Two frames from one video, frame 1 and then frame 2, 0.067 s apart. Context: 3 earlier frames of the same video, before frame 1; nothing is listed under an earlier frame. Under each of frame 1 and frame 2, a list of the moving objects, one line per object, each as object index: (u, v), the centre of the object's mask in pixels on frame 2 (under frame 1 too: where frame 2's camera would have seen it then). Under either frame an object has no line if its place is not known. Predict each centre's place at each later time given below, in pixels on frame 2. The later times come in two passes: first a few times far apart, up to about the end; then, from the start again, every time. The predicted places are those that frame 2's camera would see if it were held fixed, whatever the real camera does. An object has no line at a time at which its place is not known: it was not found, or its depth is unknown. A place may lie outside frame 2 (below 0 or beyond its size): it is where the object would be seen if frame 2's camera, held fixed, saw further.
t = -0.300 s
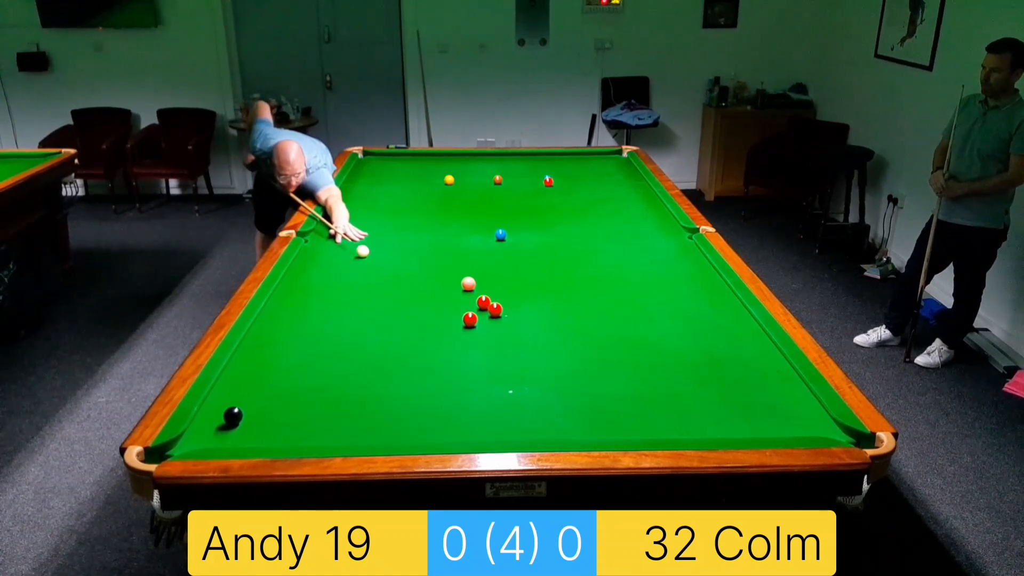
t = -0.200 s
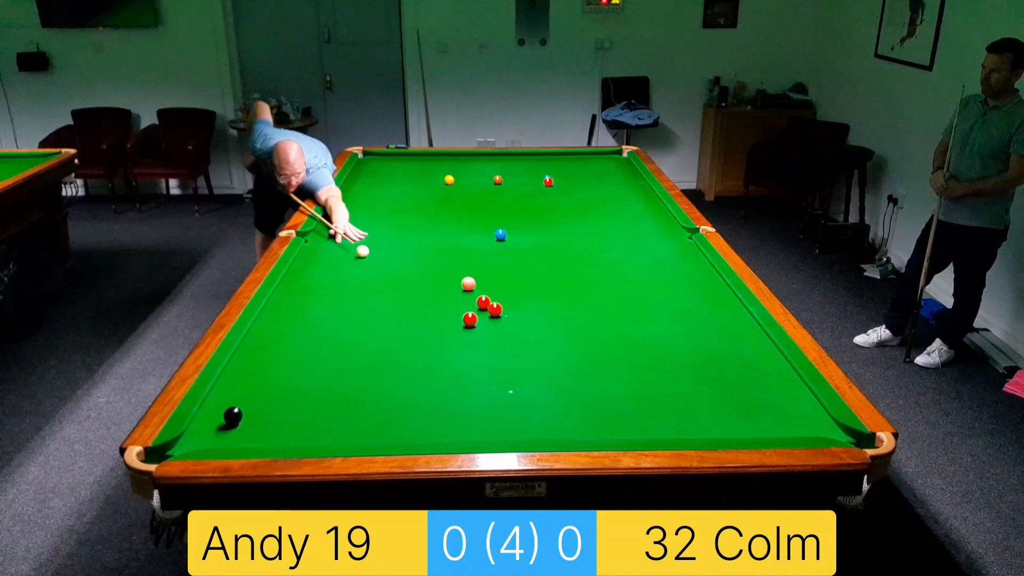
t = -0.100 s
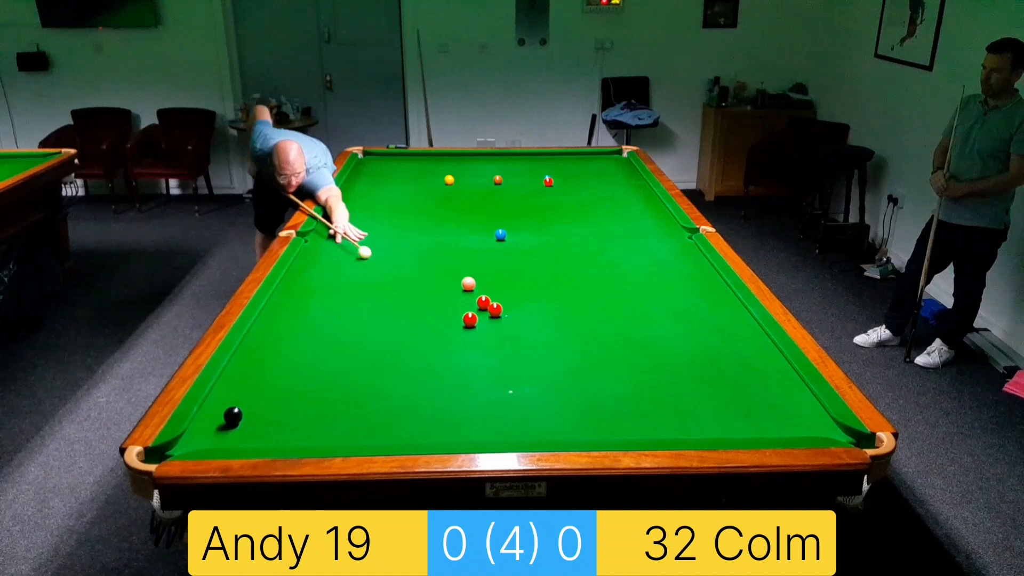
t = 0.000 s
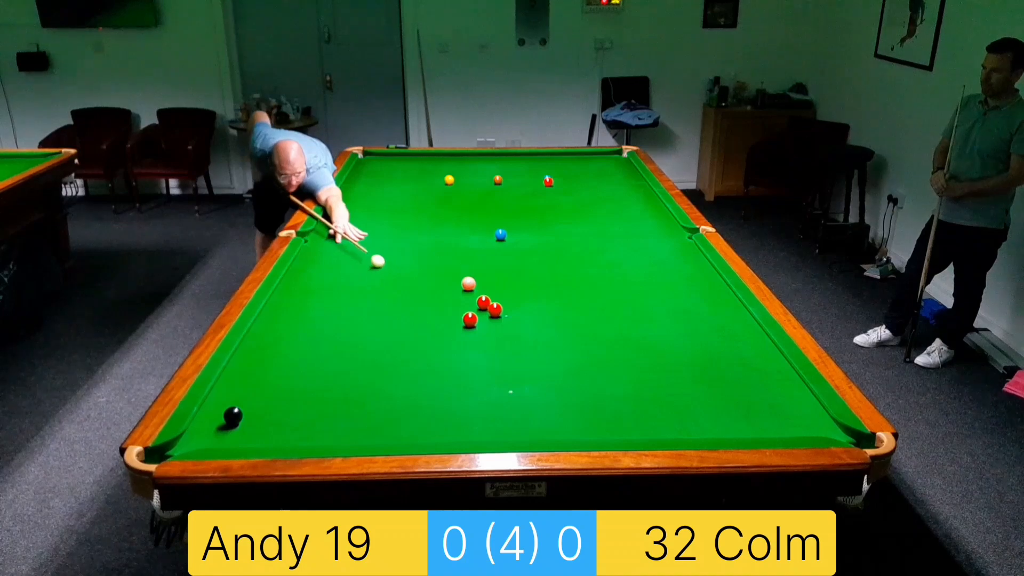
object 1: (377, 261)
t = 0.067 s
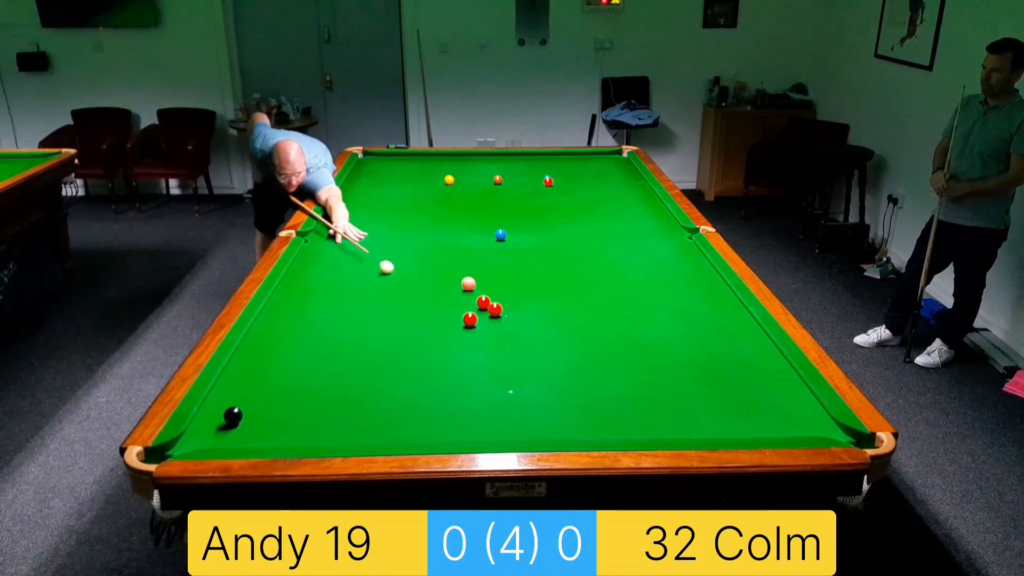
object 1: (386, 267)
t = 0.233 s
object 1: (410, 283)
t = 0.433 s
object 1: (442, 305)
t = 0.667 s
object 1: (453, 323)
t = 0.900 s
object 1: (450, 337)
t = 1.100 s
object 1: (447, 349)
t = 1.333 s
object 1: (444, 365)
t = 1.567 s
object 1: (441, 380)
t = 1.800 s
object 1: (438, 396)
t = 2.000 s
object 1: (435, 411)
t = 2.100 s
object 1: (433, 418)
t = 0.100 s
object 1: (391, 271)
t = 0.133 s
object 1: (396, 273)
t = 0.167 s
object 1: (401, 277)
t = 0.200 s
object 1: (405, 280)
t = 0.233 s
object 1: (410, 283)
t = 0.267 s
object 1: (415, 287)
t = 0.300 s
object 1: (420, 290)
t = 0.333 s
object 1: (425, 293)
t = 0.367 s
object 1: (431, 297)
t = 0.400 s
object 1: (436, 301)
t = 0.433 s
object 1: (442, 305)
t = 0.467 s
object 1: (448, 308)
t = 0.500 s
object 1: (453, 312)
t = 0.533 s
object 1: (458, 316)
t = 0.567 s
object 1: (456, 318)
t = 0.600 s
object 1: (455, 319)
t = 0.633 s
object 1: (454, 321)
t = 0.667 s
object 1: (453, 323)
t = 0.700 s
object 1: (453, 325)
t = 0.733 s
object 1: (452, 327)
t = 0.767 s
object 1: (452, 329)
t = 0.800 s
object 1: (451, 331)
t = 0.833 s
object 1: (451, 333)
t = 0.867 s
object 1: (450, 335)
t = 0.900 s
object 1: (450, 337)
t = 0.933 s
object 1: (450, 339)
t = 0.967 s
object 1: (449, 341)
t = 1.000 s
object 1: (449, 343)
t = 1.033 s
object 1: (448, 345)
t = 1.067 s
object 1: (448, 347)
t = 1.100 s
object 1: (447, 349)
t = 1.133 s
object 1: (447, 352)
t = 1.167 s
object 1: (446, 354)
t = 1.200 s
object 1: (446, 356)
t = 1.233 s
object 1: (446, 358)
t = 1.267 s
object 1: (445, 360)
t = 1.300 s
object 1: (445, 363)
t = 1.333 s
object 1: (444, 365)
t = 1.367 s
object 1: (444, 367)
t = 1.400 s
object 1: (443, 369)
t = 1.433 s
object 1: (443, 372)
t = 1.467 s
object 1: (442, 374)
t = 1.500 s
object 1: (442, 376)
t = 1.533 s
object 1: (441, 378)
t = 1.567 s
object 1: (441, 380)
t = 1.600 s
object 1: (440, 383)
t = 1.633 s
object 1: (440, 385)
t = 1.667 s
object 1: (439, 387)
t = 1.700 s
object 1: (439, 390)
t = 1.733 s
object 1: (439, 392)
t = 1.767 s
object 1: (438, 394)
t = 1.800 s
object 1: (438, 396)
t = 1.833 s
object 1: (437, 399)
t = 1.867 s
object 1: (437, 401)
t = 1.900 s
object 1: (436, 404)
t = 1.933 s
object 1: (436, 406)
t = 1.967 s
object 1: (435, 408)
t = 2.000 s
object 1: (435, 411)
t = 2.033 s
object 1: (434, 413)
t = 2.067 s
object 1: (434, 415)
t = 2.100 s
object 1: (433, 418)
